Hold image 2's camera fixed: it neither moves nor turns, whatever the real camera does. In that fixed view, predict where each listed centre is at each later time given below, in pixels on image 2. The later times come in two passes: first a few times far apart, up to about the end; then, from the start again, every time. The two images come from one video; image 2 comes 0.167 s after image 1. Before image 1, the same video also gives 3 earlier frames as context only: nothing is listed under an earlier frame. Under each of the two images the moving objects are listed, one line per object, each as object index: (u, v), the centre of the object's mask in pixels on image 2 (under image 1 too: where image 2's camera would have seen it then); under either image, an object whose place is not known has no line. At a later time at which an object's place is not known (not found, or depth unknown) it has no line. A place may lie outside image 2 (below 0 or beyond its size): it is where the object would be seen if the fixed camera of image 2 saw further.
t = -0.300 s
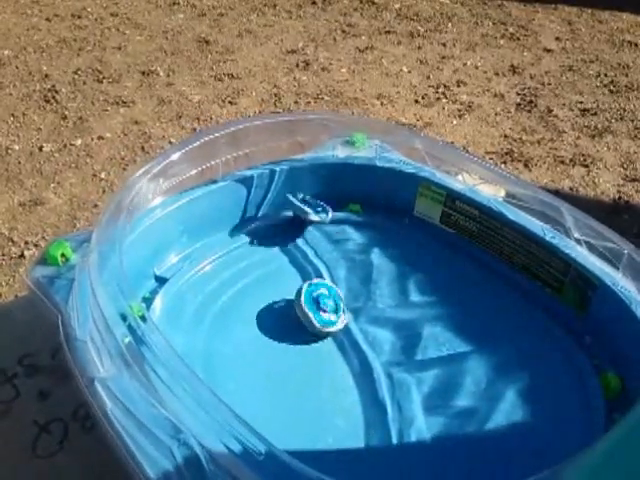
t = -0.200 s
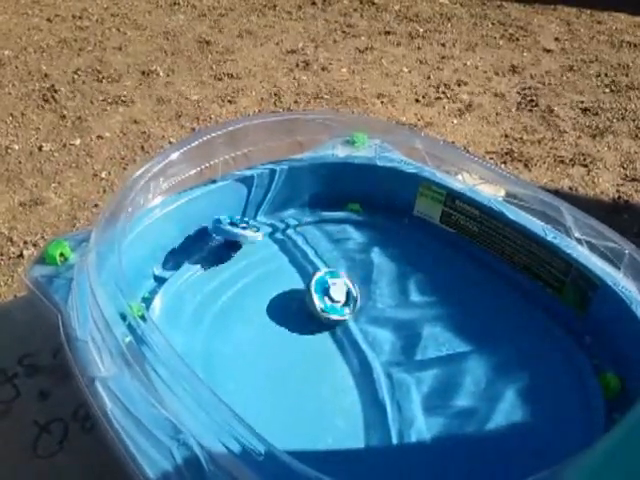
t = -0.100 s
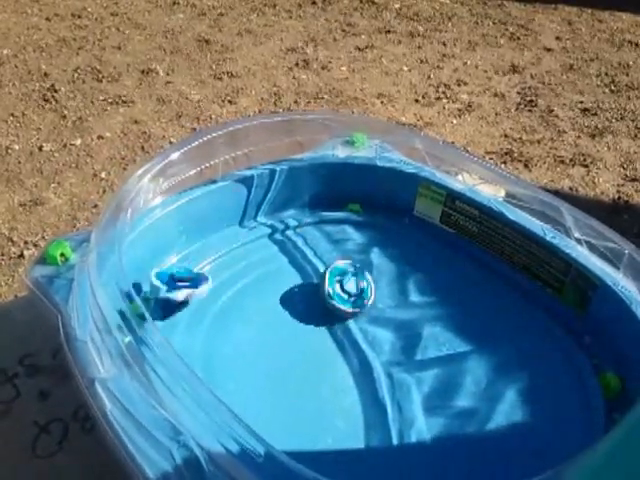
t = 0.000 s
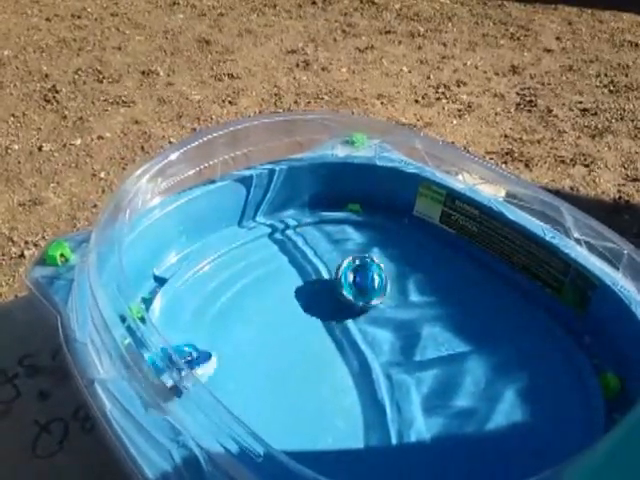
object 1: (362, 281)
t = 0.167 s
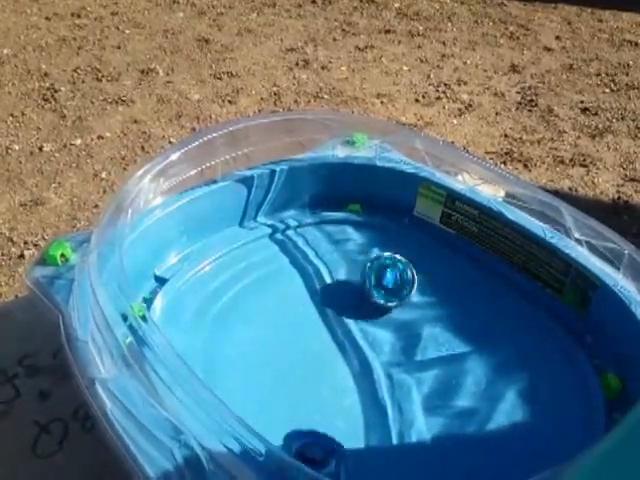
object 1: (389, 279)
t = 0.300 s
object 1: (409, 286)
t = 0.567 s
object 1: (453, 320)
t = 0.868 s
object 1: (495, 347)
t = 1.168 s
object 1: (450, 399)
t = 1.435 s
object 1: (378, 422)
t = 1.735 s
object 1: (302, 399)
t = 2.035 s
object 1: (279, 349)
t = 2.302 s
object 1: (307, 315)
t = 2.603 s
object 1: (365, 298)
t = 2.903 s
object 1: (428, 316)
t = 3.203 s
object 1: (468, 363)
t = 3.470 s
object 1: (457, 412)
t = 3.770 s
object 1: (394, 437)
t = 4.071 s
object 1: (327, 412)
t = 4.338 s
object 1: (300, 365)
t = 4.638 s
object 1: (327, 320)
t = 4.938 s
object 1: (385, 305)
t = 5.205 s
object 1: (439, 323)
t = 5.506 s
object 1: (467, 368)
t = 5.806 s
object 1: (438, 415)
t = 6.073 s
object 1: (372, 425)
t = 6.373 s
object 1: (312, 390)
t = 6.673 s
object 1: (307, 340)
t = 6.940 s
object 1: (344, 310)
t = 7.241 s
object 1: (405, 309)
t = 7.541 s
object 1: (452, 350)
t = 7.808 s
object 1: (453, 396)
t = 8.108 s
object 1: (396, 428)
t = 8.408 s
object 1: (328, 406)
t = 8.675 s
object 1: (306, 360)
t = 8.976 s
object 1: (335, 318)
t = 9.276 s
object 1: (394, 309)
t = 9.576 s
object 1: (445, 343)
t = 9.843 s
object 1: (451, 389)
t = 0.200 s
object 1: (394, 280)
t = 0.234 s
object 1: (399, 282)
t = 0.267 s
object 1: (404, 284)
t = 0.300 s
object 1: (409, 286)
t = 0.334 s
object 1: (415, 289)
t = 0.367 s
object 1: (420, 292)
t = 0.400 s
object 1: (426, 295)
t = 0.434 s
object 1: (432, 300)
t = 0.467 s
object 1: (437, 304)
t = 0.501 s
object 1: (443, 310)
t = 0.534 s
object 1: (448, 316)
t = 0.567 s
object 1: (453, 320)
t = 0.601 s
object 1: (457, 325)
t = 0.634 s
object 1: (460, 332)
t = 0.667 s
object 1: (464, 335)
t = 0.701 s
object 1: (469, 336)
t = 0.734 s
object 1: (473, 337)
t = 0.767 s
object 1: (475, 340)
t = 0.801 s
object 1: (478, 346)
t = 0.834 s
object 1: (489, 344)
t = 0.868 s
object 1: (495, 347)
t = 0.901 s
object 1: (497, 354)
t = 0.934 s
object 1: (496, 358)
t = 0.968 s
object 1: (490, 365)
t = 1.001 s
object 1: (483, 373)
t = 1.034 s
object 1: (477, 379)
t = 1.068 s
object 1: (473, 383)
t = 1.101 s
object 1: (464, 389)
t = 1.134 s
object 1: (458, 395)
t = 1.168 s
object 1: (450, 399)
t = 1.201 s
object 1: (442, 406)
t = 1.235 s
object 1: (433, 411)
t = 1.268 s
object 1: (424, 414)
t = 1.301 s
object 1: (416, 417)
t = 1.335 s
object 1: (407, 419)
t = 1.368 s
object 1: (398, 422)
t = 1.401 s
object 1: (389, 422)
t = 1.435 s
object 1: (378, 422)
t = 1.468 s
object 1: (368, 422)
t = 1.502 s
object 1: (358, 422)
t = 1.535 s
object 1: (349, 420)
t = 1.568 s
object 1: (341, 418)
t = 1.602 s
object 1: (333, 415)
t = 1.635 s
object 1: (324, 412)
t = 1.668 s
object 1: (316, 408)
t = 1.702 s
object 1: (309, 403)
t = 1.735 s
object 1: (302, 399)
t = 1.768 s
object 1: (298, 394)
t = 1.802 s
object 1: (293, 389)
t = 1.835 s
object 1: (288, 383)
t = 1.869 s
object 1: (285, 377)
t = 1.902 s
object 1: (282, 371)
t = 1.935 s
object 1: (280, 366)
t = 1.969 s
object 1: (279, 360)
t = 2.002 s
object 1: (279, 355)
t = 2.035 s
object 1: (279, 349)
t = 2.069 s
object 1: (280, 344)
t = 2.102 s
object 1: (282, 339)
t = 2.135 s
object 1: (285, 334)
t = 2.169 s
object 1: (288, 330)
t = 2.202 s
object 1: (292, 326)
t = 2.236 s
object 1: (297, 322)
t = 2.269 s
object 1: (301, 319)
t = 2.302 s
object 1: (307, 315)
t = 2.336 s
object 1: (312, 312)
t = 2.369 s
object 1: (317, 309)
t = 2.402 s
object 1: (323, 306)
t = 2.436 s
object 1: (329, 304)
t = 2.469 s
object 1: (337, 302)
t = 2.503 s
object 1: (344, 300)
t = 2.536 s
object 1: (350, 299)
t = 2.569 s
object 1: (357, 299)
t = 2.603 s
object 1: (365, 298)
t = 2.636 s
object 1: (372, 299)
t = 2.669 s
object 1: (380, 299)
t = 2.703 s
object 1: (387, 301)
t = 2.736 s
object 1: (395, 303)
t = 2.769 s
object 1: (401, 304)
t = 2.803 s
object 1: (408, 306)
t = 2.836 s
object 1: (415, 309)
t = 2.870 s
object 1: (421, 312)
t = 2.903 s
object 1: (428, 316)
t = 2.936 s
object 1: (435, 320)
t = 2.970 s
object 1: (441, 325)
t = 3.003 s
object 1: (446, 329)
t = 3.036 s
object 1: (451, 334)
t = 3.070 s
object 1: (455, 340)
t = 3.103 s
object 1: (460, 345)
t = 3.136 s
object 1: (464, 350)
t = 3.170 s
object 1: (466, 357)
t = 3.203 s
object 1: (468, 363)
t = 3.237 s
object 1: (469, 369)
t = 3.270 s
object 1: (469, 376)
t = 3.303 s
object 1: (469, 381)
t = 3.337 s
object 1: (468, 388)
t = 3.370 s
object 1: (466, 394)
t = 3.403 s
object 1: (463, 401)
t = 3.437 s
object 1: (461, 406)
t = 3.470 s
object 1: (457, 412)
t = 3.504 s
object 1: (451, 417)
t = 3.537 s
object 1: (445, 422)
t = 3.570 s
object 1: (440, 426)
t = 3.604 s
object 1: (434, 429)
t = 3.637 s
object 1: (428, 431)
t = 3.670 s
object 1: (420, 434)
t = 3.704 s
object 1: (412, 436)
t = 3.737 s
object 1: (403, 437)
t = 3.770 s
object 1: (394, 437)
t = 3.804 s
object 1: (386, 437)
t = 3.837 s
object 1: (377, 435)
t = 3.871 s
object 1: (368, 434)
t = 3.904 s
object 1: (360, 431)
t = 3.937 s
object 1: (354, 429)
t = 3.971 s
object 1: (346, 425)
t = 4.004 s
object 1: (340, 421)
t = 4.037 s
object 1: (333, 417)
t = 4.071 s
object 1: (327, 412)
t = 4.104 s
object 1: (322, 407)
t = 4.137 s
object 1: (316, 402)
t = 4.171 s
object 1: (311, 397)
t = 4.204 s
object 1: (307, 390)
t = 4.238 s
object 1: (305, 384)
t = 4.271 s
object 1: (303, 377)
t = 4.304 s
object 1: (302, 371)
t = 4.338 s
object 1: (300, 365)
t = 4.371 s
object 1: (299, 358)
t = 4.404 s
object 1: (298, 351)
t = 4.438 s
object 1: (300, 346)
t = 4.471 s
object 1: (304, 341)
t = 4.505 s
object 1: (308, 337)
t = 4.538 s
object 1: (312, 332)
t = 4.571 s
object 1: (317, 328)
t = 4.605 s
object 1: (322, 324)
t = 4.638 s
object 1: (327, 320)
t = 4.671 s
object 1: (332, 317)
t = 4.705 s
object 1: (338, 314)
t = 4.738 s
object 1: (345, 311)
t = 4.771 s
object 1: (350, 309)
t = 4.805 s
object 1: (358, 307)
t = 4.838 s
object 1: (364, 306)
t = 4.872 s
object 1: (371, 305)
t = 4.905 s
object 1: (379, 305)
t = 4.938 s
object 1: (385, 305)
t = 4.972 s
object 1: (394, 306)
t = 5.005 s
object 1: (401, 306)
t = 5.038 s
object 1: (408, 308)
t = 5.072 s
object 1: (415, 310)
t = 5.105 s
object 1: (421, 312)
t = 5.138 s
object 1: (428, 315)
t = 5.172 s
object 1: (434, 319)
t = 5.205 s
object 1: (439, 323)
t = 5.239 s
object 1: (445, 326)
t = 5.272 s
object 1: (450, 330)
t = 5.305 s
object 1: (454, 335)
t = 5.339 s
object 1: (458, 340)
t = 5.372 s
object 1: (461, 345)
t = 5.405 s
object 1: (464, 351)
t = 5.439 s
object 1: (466, 356)
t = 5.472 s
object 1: (467, 362)
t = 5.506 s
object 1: (467, 368)
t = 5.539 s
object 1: (467, 374)
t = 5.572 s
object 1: (466, 379)
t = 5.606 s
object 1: (464, 386)
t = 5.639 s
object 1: (462, 392)
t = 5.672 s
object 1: (458, 398)
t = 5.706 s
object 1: (454, 404)
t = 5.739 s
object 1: (450, 407)
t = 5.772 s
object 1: (444, 412)
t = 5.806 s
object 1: (438, 415)
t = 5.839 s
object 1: (431, 419)
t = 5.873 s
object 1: (424, 422)
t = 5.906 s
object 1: (416, 425)
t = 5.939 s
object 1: (407, 426)
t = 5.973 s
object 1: (398, 427)
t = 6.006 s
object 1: (389, 428)
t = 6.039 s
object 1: (380, 427)
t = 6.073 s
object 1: (372, 425)
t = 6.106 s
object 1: (363, 424)
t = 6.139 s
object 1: (356, 421)
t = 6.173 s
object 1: (348, 418)
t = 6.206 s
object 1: (340, 415)
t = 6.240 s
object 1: (333, 410)
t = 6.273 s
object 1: (327, 406)
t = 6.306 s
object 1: (322, 401)
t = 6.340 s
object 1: (317, 396)
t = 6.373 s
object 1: (312, 390)
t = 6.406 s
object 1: (308, 385)
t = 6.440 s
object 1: (306, 379)
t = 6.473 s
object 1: (304, 372)
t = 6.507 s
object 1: (302, 366)
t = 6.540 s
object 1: (301, 361)
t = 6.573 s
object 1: (301, 355)
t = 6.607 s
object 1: (302, 350)
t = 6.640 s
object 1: (304, 344)
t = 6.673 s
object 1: (307, 340)
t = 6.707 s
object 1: (310, 334)
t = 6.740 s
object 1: (314, 331)
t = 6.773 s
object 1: (318, 326)
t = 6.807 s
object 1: (322, 322)
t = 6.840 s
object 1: (327, 319)
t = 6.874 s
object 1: (332, 315)
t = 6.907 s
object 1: (338, 312)
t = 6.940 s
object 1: (344, 310)
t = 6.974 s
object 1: (350, 308)
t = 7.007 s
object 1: (356, 306)
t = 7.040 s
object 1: (363, 306)
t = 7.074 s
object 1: (369, 304)
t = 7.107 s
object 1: (377, 304)
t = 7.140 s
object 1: (384, 305)
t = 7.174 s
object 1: (391, 305)
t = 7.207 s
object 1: (398, 306)
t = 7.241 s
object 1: (405, 309)
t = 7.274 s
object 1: (413, 311)
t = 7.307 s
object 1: (419, 314)
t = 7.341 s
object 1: (425, 318)
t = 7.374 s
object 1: (432, 322)
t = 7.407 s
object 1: (437, 327)
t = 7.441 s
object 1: (442, 331)
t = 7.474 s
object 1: (446, 337)
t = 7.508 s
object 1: (449, 344)
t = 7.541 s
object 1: (452, 350)
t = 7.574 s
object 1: (455, 355)
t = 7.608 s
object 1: (456, 362)
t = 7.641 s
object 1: (458, 367)
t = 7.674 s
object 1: (460, 372)
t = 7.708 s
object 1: (459, 378)
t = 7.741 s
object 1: (458, 384)
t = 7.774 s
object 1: (456, 390)
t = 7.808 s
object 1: (453, 396)
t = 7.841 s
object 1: (448, 402)
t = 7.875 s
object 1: (443, 408)
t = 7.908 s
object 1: (436, 413)
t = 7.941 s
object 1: (432, 417)
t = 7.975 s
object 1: (426, 420)
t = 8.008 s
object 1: (419, 423)
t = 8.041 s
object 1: (412, 426)
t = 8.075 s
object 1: (404, 428)
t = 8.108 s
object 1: (396, 428)
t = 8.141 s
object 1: (388, 429)
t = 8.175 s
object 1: (380, 429)
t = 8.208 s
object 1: (372, 428)
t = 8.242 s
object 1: (364, 425)
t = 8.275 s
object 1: (355, 422)
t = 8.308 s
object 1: (349, 419)
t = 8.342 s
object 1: (341, 415)
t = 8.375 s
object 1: (335, 411)
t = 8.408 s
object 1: (328, 406)
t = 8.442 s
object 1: (322, 400)
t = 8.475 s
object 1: (317, 395)
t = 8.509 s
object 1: (314, 389)
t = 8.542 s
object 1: (311, 384)
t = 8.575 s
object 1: (309, 379)
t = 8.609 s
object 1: (307, 372)
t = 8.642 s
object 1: (306, 366)
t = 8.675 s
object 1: (306, 360)
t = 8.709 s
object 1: (307, 355)
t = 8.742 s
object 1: (308, 349)
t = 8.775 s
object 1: (311, 344)
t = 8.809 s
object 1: (314, 339)
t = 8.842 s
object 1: (318, 333)
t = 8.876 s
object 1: (321, 330)
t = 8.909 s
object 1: (326, 326)
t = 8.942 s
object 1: (331, 322)
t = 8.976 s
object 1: (335, 318)
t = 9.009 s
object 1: (341, 316)
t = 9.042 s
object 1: (348, 312)
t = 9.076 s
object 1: (354, 310)
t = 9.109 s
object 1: (360, 309)
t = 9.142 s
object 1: (367, 308)
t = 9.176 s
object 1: (374, 308)
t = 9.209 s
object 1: (381, 307)
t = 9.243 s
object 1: (388, 308)
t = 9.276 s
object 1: (394, 309)
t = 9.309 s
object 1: (401, 310)
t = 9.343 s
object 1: (408, 312)
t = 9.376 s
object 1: (415, 315)
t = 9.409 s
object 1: (420, 319)
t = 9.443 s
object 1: (426, 323)
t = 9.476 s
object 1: (431, 327)
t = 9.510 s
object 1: (437, 331)
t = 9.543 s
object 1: (441, 337)
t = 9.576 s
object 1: (445, 343)
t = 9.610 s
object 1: (449, 348)
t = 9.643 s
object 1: (450, 353)
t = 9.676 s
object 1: (453, 359)
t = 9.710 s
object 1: (454, 364)
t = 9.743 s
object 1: (454, 372)
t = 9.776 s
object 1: (454, 377)
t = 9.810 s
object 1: (452, 382)
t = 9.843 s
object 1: (451, 389)
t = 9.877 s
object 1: (447, 395)
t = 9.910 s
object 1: (443, 400)
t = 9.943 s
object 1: (438, 406)
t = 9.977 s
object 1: (433, 410)
